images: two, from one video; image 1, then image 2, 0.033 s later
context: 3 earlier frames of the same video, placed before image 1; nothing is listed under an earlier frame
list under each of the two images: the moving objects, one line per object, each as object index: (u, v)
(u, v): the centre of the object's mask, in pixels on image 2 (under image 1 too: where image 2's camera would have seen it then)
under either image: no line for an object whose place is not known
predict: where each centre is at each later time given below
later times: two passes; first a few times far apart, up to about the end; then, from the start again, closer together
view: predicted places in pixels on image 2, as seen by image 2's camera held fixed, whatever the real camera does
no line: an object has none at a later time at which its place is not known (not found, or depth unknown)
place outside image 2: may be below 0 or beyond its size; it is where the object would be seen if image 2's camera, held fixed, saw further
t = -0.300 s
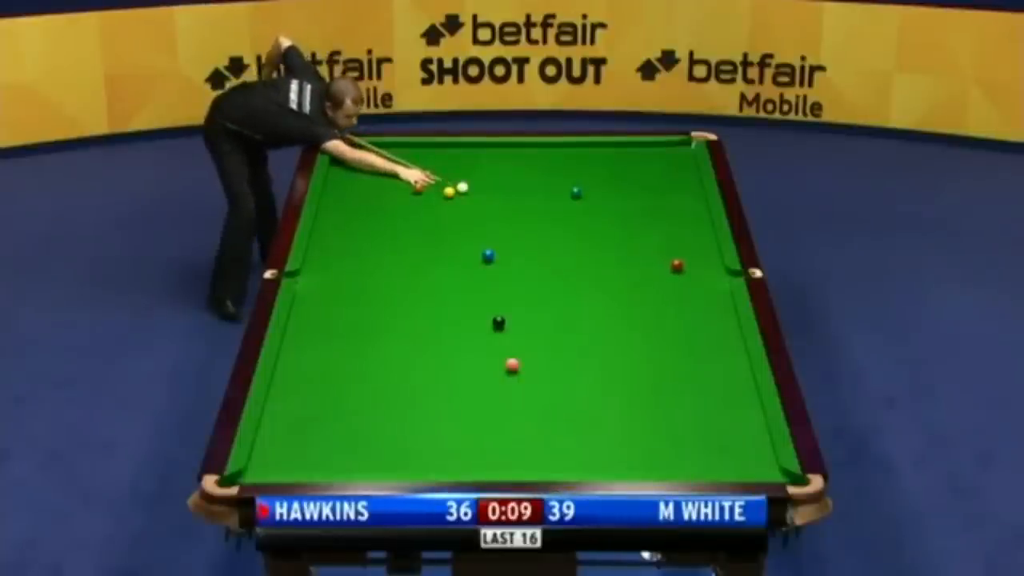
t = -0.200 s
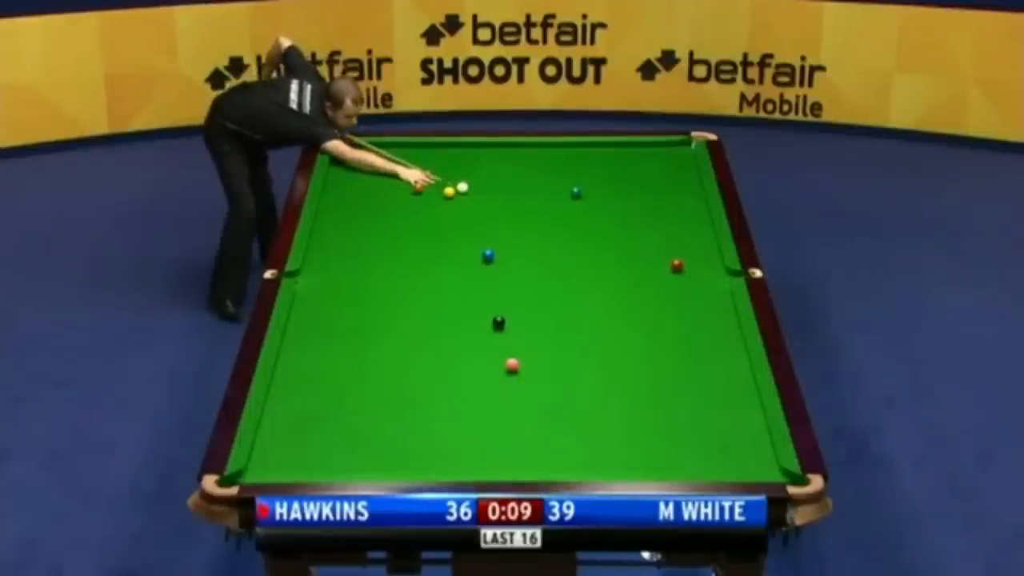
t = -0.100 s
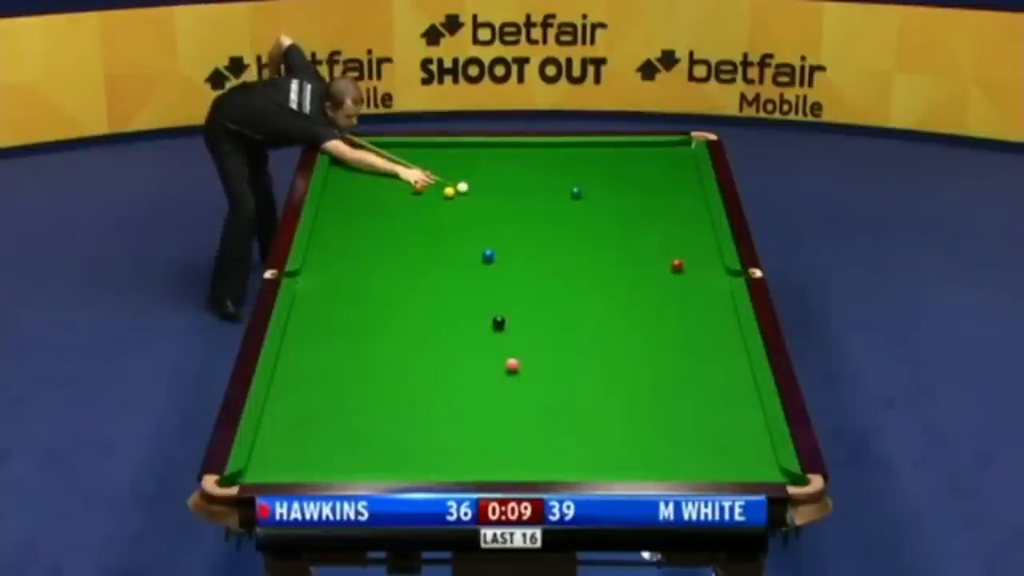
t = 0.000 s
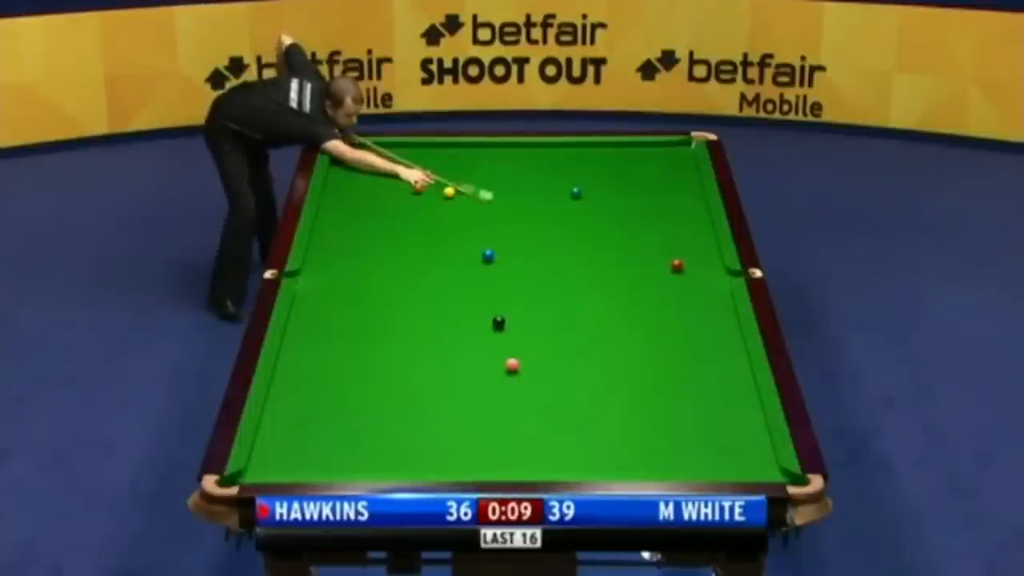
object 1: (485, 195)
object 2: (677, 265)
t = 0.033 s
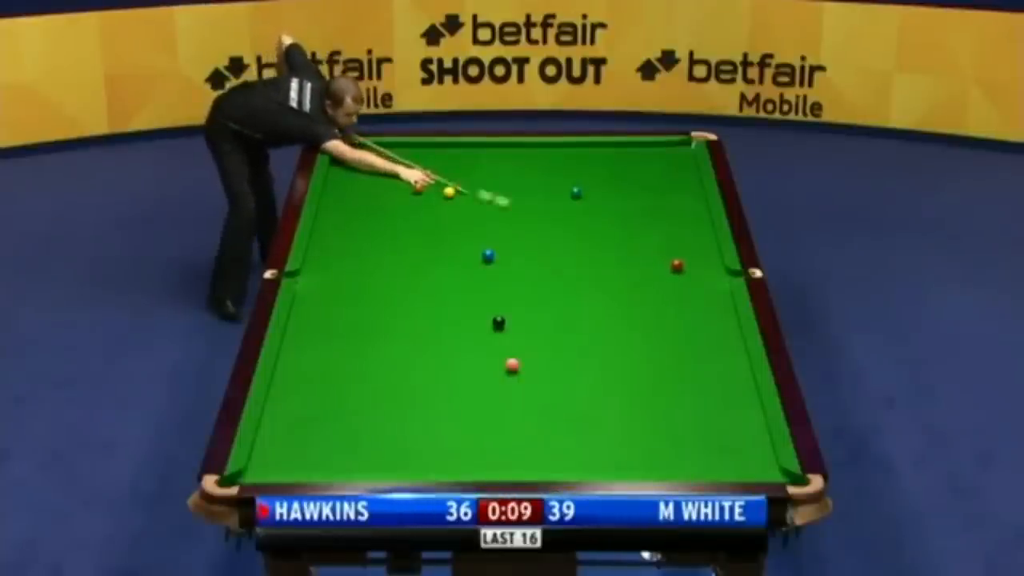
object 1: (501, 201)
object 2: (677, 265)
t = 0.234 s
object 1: (567, 225)
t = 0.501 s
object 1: (665, 263)
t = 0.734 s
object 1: (658, 270)
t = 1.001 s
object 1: (651, 277)
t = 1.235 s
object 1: (644, 283)
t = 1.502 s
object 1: (638, 289)
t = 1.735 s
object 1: (632, 294)
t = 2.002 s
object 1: (625, 299)
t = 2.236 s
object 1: (621, 303)
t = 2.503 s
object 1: (615, 308)
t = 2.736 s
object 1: (611, 311)
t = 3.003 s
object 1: (607, 315)
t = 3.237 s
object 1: (603, 317)
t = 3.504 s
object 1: (601, 319)
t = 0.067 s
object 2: (677, 265)
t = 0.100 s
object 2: (677, 265)
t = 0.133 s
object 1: (535, 214)
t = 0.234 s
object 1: (567, 225)
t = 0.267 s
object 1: (582, 231)
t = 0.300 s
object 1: (598, 237)
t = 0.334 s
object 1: (614, 243)
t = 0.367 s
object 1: (624, 247)
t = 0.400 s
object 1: (640, 252)
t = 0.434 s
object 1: (642, 253)
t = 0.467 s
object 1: (654, 258)
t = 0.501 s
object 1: (665, 263)
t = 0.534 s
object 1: (664, 264)
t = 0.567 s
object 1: (663, 265)
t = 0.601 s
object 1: (662, 266)
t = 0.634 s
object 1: (661, 267)
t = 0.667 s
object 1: (660, 268)
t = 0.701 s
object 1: (659, 269)
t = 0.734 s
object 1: (658, 270)
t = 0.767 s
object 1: (657, 271)
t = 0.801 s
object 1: (656, 271)
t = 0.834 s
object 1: (655, 272)
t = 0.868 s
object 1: (654, 273)
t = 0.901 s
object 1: (653, 274)
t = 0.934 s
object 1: (653, 275)
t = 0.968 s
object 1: (652, 276)
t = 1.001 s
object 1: (651, 277)
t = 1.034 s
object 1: (650, 278)
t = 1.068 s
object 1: (649, 278)
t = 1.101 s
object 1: (648, 279)
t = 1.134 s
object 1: (647, 280)
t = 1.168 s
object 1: (646, 281)
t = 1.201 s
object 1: (645, 282)
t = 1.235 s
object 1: (644, 283)
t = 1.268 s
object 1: (643, 283)
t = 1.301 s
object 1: (643, 284)
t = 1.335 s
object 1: (642, 285)
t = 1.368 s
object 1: (641, 286)
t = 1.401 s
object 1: (640, 286)
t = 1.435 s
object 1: (639, 287)
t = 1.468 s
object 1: (638, 288)
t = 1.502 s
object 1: (638, 289)
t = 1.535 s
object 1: (637, 289)
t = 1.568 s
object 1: (636, 290)
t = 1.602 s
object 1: (635, 291)
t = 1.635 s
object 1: (634, 292)
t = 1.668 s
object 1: (633, 292)
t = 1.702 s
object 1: (632, 293)
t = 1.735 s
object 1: (632, 294)
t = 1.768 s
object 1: (631, 295)
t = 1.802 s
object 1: (630, 295)
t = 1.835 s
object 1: (629, 296)
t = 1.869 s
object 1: (629, 296)
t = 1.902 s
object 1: (628, 297)
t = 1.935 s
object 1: (627, 298)
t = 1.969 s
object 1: (626, 299)
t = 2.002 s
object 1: (625, 299)
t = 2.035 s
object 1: (625, 300)
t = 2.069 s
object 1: (624, 300)
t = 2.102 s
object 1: (623, 301)
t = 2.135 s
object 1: (623, 302)
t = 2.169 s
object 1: (622, 302)
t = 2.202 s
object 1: (621, 303)
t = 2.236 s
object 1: (621, 303)
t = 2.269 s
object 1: (620, 304)
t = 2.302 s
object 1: (619, 304)
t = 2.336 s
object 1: (619, 305)
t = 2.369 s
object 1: (618, 306)
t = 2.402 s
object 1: (617, 306)
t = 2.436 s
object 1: (617, 307)
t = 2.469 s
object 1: (616, 307)
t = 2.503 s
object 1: (615, 308)
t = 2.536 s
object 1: (615, 308)
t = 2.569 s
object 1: (614, 309)
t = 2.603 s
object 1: (614, 309)
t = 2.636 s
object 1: (613, 310)
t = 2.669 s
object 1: (612, 310)
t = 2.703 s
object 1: (612, 311)
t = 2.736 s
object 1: (611, 311)
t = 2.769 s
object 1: (611, 312)
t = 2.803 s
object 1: (610, 312)
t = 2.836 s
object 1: (609, 313)
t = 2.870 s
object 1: (609, 313)
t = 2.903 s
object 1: (608, 313)
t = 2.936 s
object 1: (608, 314)
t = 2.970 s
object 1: (607, 314)
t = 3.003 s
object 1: (607, 315)
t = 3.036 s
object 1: (606, 315)
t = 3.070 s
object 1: (606, 315)
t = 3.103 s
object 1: (605, 316)
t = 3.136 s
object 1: (605, 316)
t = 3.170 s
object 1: (604, 316)
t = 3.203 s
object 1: (604, 317)
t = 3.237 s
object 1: (603, 317)
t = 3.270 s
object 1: (603, 317)
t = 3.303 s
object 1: (603, 318)
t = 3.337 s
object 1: (602, 318)
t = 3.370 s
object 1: (602, 318)
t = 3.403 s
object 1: (602, 318)
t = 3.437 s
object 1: (601, 319)
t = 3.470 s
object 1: (601, 319)
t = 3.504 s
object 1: (601, 319)
